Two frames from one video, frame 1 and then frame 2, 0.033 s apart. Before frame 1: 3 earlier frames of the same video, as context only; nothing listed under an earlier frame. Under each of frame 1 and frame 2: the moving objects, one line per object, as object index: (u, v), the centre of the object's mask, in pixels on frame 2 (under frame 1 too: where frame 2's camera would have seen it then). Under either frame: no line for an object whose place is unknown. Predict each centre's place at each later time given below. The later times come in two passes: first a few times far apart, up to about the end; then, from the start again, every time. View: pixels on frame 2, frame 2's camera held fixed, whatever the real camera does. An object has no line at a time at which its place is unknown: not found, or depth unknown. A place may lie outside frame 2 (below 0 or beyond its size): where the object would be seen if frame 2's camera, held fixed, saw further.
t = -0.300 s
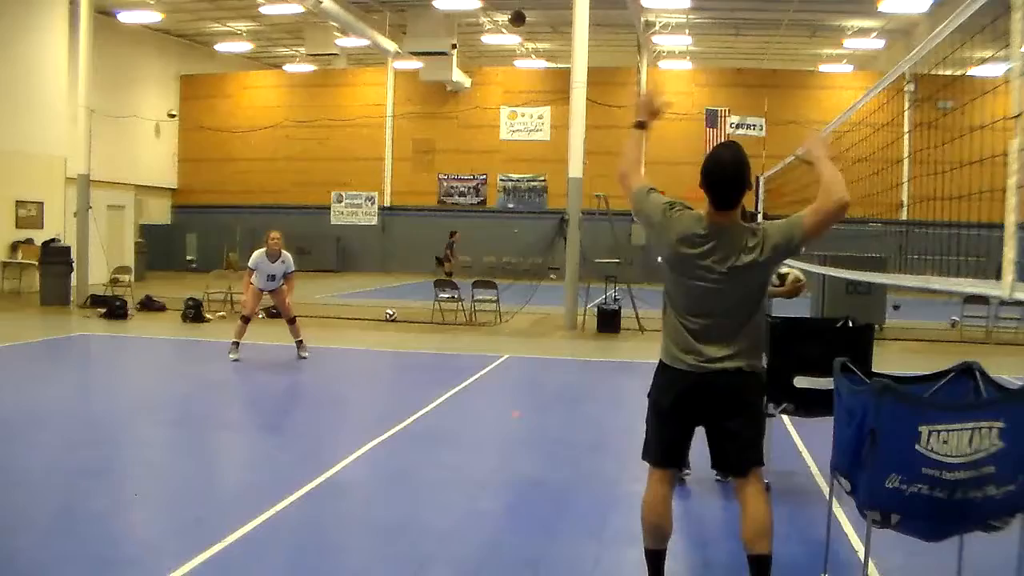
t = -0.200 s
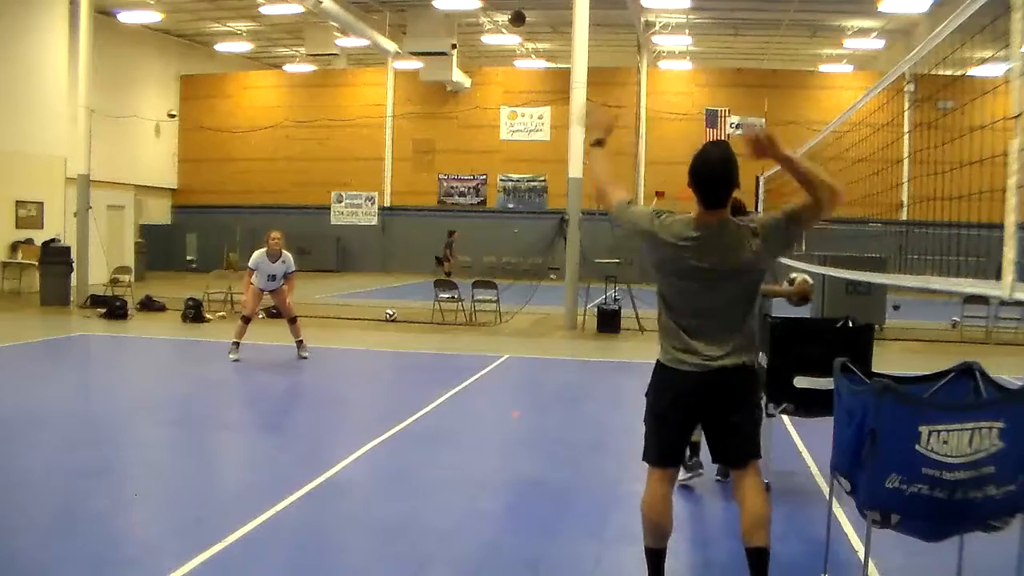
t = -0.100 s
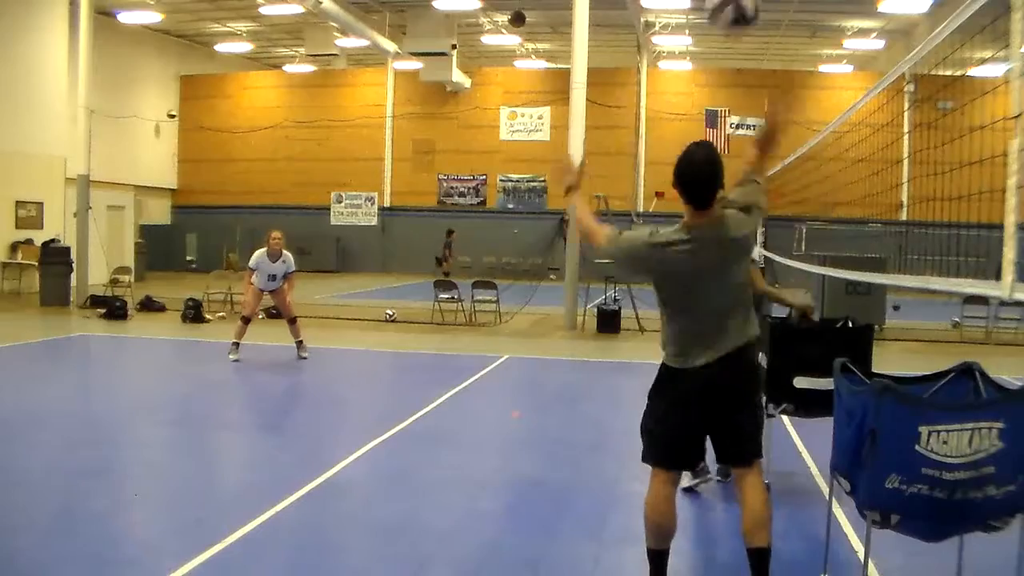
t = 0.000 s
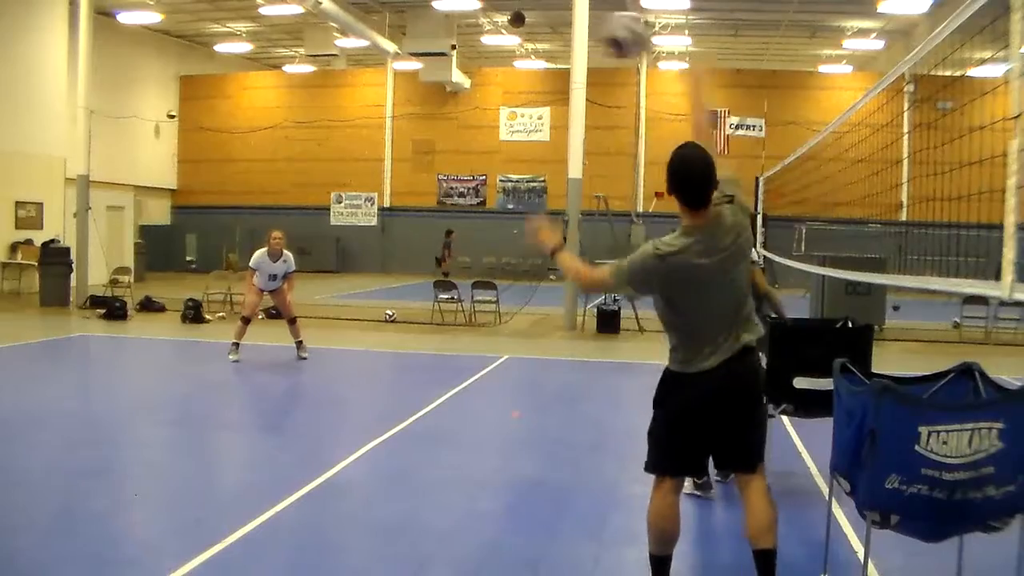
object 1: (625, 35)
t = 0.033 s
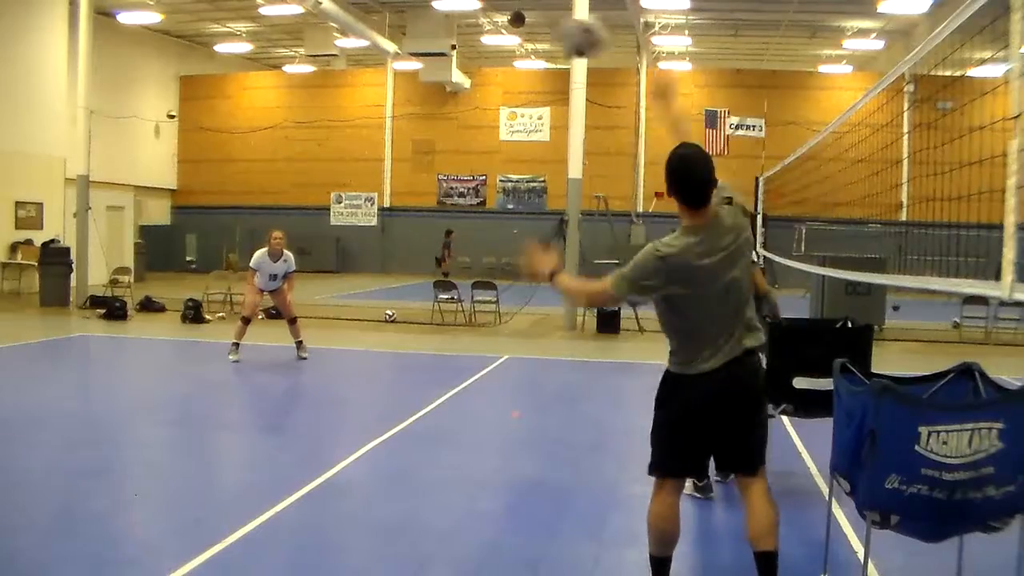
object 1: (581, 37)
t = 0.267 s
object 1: (395, 96)
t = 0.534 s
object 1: (287, 204)
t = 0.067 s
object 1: (544, 41)
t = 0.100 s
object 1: (507, 50)
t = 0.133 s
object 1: (480, 56)
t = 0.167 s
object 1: (454, 66)
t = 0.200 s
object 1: (433, 75)
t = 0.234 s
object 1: (409, 86)
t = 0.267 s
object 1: (395, 96)
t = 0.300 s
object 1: (374, 109)
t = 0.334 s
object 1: (359, 121)
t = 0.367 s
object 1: (345, 134)
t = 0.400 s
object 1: (333, 147)
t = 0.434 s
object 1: (321, 161)
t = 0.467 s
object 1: (308, 176)
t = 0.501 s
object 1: (298, 190)
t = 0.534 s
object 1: (287, 204)
